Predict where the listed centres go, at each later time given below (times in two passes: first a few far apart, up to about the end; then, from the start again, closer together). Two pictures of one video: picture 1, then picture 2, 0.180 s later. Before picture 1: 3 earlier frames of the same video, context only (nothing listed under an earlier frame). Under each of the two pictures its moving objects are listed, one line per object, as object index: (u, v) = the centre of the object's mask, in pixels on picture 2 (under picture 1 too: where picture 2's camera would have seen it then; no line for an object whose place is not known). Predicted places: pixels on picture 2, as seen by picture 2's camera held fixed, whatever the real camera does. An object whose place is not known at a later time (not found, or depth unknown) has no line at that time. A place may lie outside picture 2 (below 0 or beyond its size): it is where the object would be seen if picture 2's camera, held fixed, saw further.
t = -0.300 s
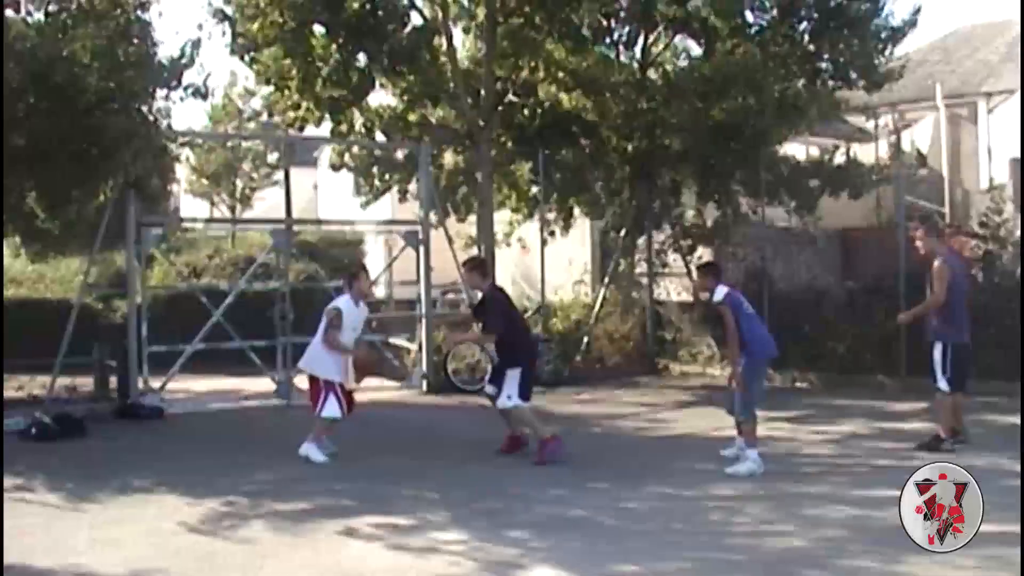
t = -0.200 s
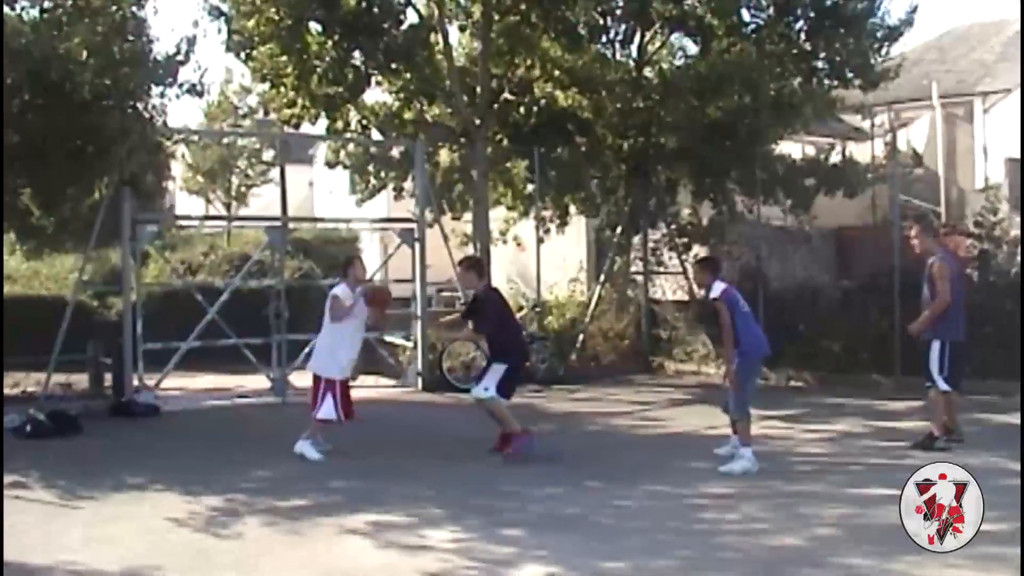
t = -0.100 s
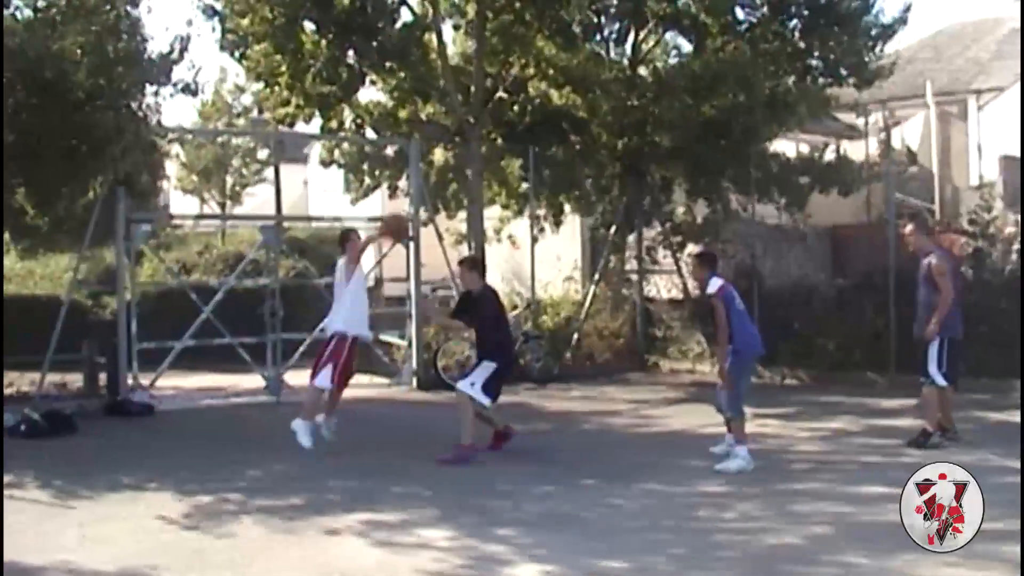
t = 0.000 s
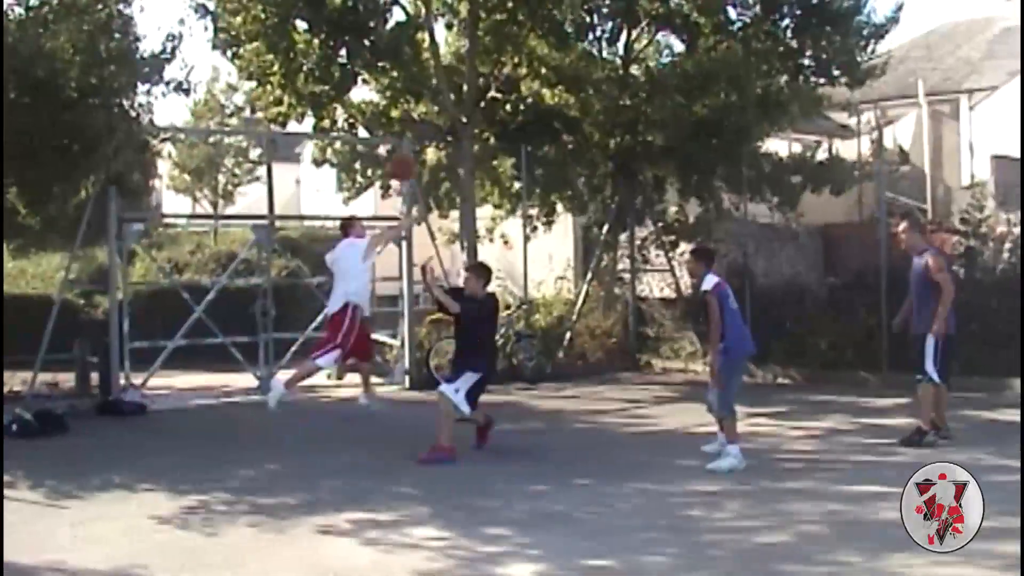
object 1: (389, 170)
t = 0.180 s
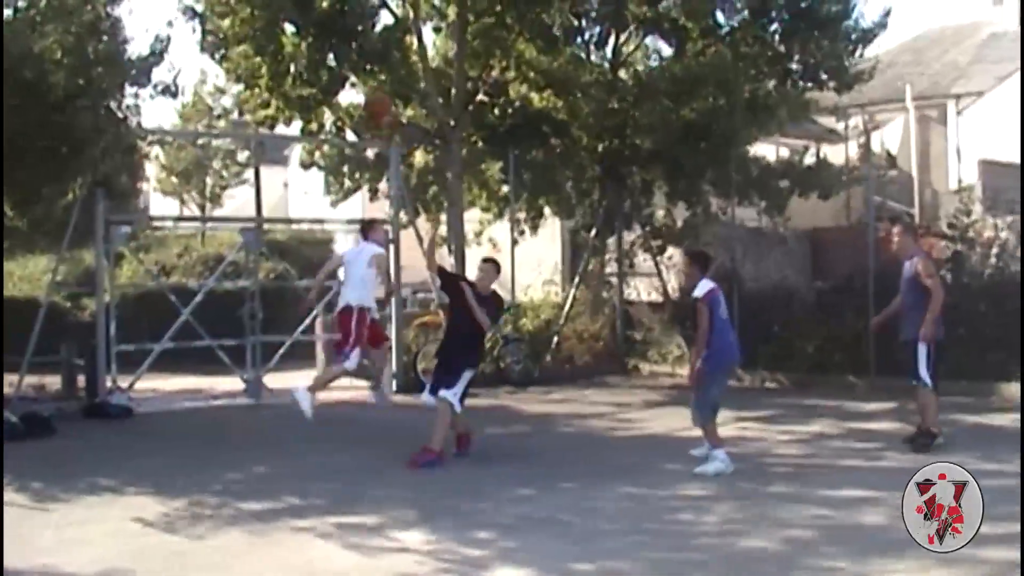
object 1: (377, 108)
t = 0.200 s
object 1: (376, 102)
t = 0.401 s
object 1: (364, 79)
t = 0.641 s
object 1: (351, 115)
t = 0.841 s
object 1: (337, 194)
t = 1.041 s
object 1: (326, 321)
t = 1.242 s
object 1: (323, 420)
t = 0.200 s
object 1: (376, 102)
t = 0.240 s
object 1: (374, 92)
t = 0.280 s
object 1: (372, 88)
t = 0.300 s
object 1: (371, 85)
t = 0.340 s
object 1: (368, 81)
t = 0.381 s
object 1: (366, 80)
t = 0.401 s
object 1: (364, 79)
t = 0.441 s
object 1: (362, 79)
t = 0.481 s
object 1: (358, 82)
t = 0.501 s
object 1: (357, 83)
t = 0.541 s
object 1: (355, 88)
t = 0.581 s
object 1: (352, 96)
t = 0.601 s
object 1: (351, 103)
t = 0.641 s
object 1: (351, 115)
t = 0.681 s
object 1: (347, 125)
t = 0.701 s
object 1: (346, 129)
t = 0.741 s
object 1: (343, 148)
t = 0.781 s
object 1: (341, 163)
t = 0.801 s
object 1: (338, 174)
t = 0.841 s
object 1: (337, 194)
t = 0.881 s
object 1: (335, 214)
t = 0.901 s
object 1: (334, 227)
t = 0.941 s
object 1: (331, 250)
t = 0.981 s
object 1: (330, 277)
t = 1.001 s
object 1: (330, 294)
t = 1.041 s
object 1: (326, 321)
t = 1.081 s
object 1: (324, 351)
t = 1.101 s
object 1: (322, 368)
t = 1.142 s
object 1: (322, 401)
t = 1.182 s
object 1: (319, 430)
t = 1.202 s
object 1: (320, 446)
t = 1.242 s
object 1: (323, 420)
